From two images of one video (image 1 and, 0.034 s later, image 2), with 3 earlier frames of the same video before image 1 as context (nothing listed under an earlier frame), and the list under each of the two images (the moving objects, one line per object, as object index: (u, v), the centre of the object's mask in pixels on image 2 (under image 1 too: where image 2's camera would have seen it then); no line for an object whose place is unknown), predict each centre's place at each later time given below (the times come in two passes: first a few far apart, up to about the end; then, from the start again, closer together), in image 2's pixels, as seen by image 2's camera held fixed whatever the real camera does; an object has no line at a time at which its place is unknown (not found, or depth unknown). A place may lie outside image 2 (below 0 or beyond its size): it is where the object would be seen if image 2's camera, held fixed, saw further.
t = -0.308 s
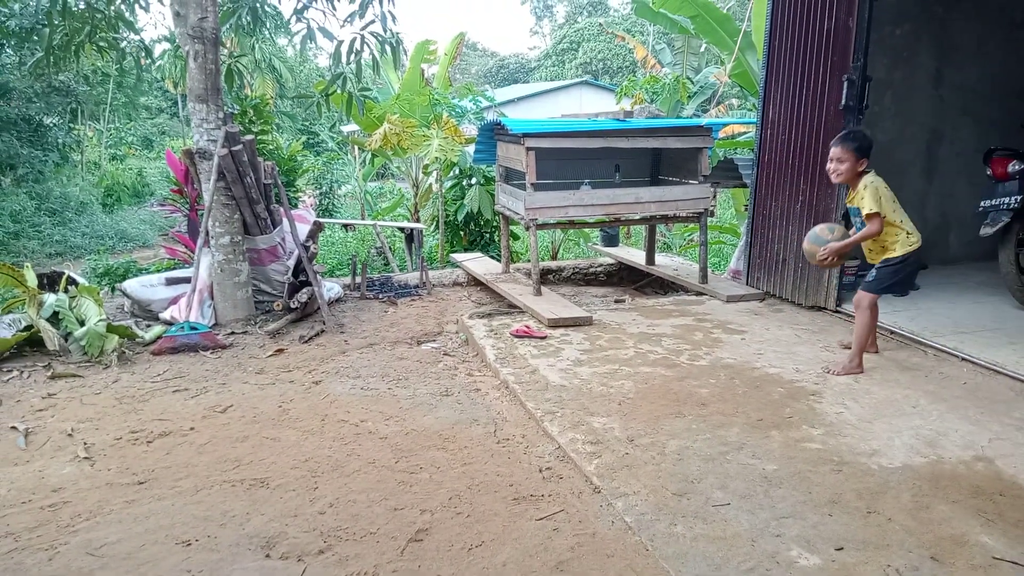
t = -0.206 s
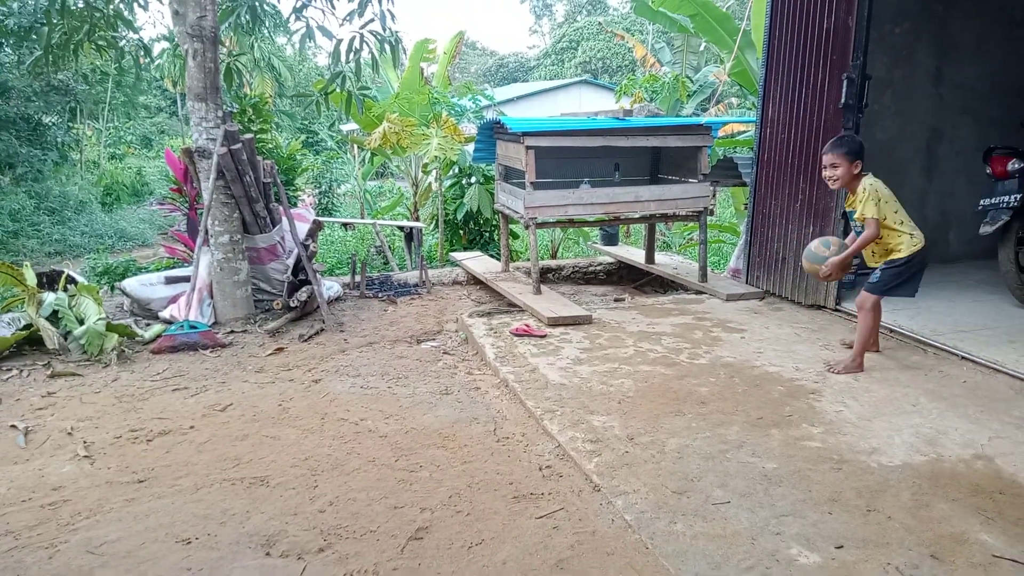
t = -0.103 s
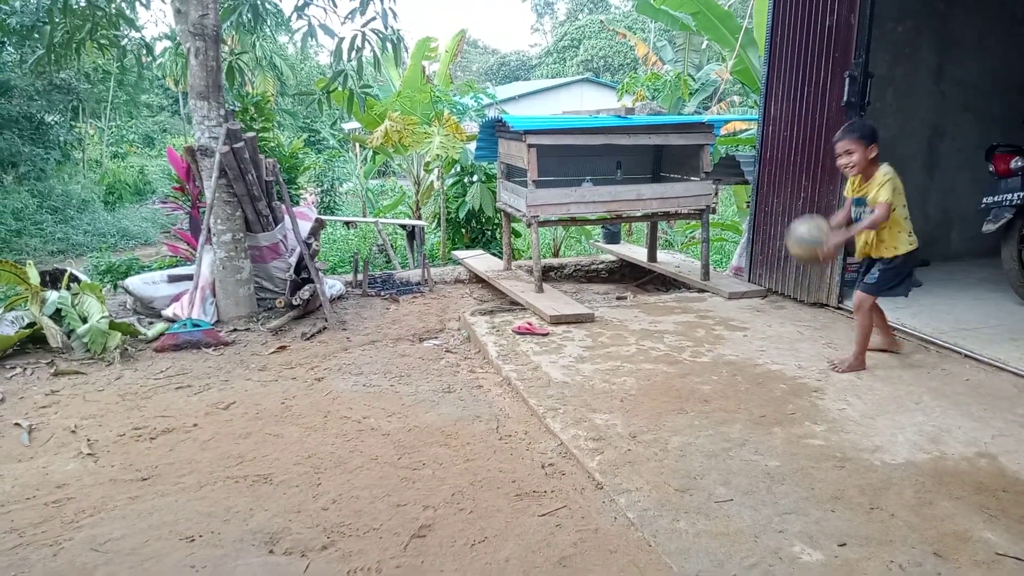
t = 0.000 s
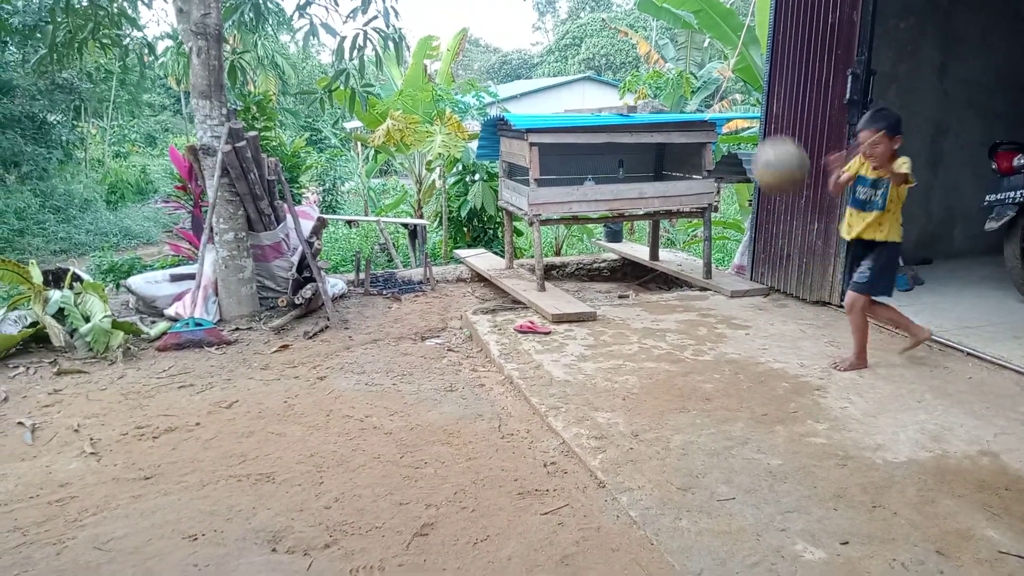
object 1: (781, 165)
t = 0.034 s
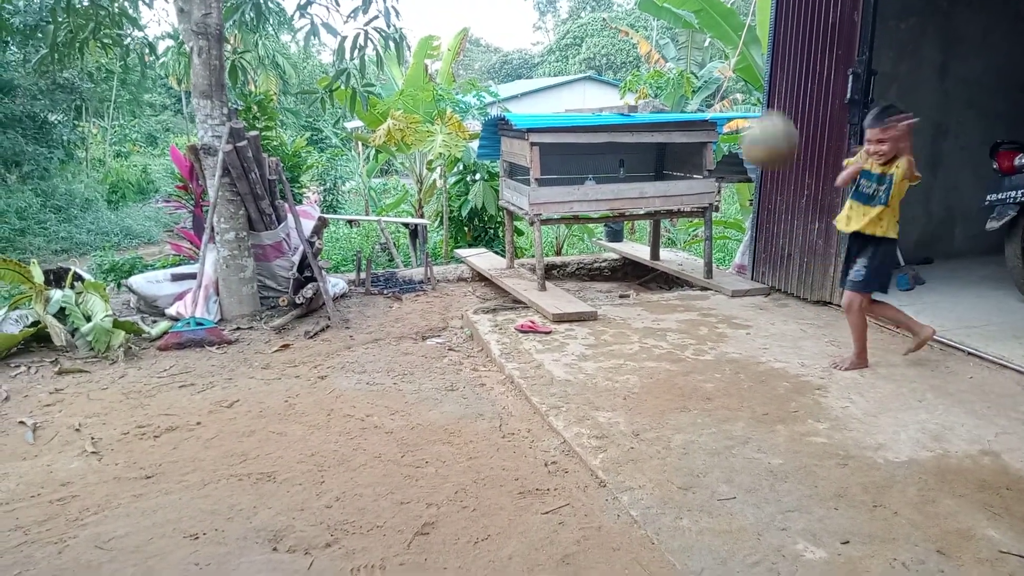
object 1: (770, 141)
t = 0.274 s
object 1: (624, 18)
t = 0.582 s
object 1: (355, 182)
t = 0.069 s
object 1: (756, 116)
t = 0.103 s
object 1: (741, 92)
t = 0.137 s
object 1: (726, 73)
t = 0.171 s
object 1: (707, 54)
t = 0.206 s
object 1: (690, 39)
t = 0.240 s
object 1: (647, 21)
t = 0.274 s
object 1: (624, 18)
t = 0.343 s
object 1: (575, 16)
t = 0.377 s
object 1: (550, 19)
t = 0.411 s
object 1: (523, 30)
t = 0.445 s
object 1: (491, 50)
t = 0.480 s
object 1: (460, 74)
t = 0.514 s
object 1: (425, 103)
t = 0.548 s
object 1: (391, 140)
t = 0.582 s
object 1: (355, 182)
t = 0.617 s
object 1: (310, 239)
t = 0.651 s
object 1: (277, 288)
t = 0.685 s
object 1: (239, 362)
